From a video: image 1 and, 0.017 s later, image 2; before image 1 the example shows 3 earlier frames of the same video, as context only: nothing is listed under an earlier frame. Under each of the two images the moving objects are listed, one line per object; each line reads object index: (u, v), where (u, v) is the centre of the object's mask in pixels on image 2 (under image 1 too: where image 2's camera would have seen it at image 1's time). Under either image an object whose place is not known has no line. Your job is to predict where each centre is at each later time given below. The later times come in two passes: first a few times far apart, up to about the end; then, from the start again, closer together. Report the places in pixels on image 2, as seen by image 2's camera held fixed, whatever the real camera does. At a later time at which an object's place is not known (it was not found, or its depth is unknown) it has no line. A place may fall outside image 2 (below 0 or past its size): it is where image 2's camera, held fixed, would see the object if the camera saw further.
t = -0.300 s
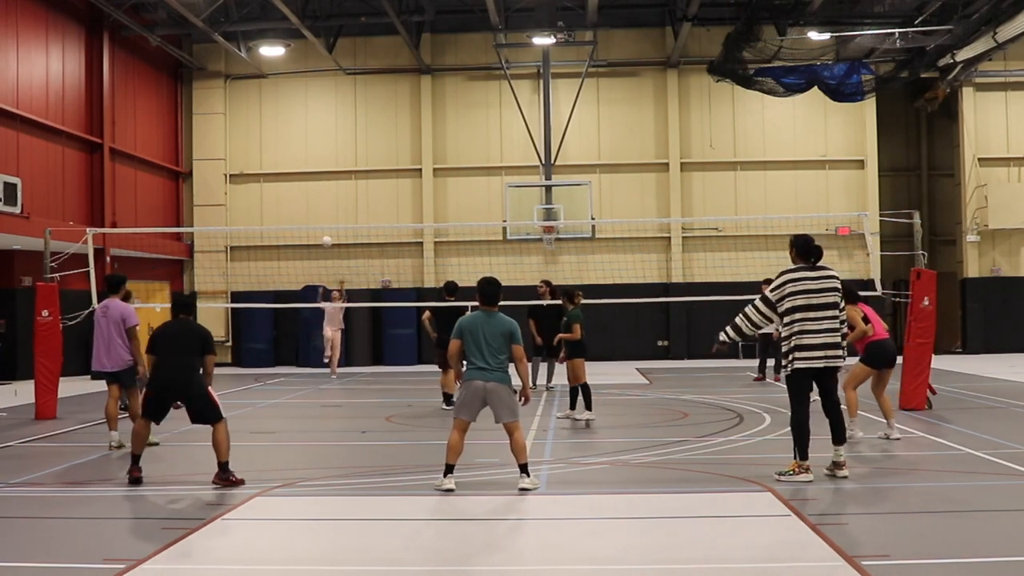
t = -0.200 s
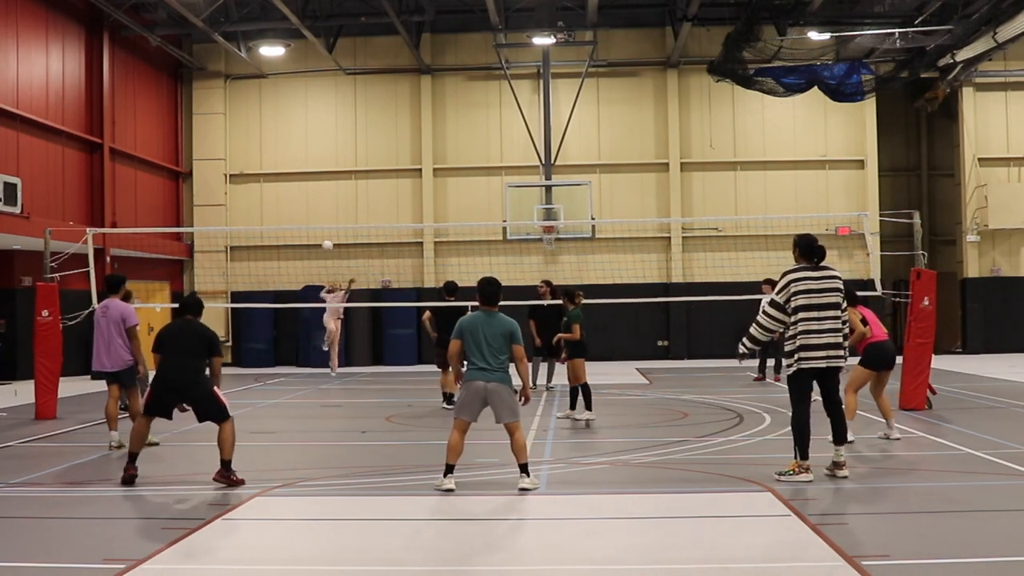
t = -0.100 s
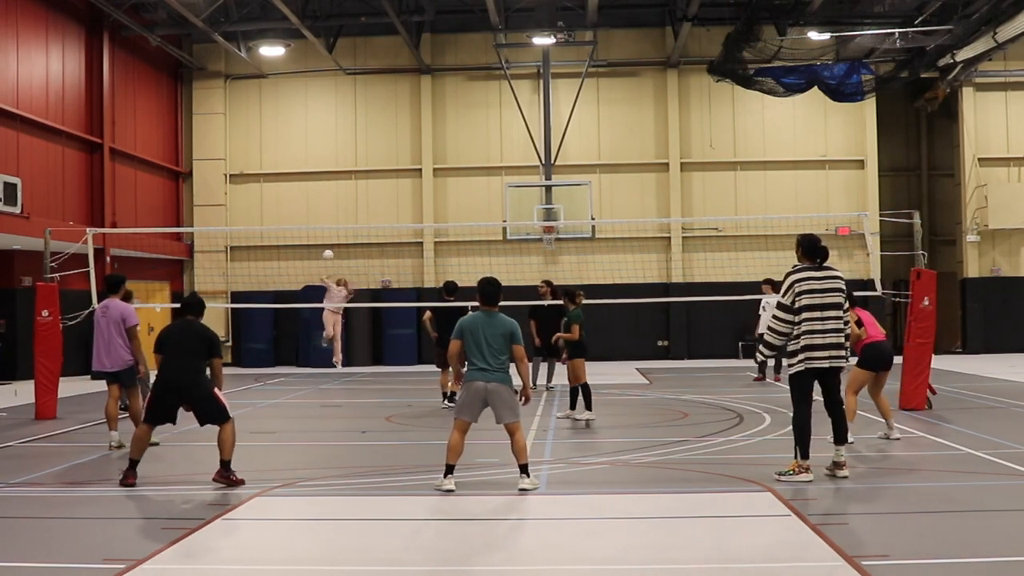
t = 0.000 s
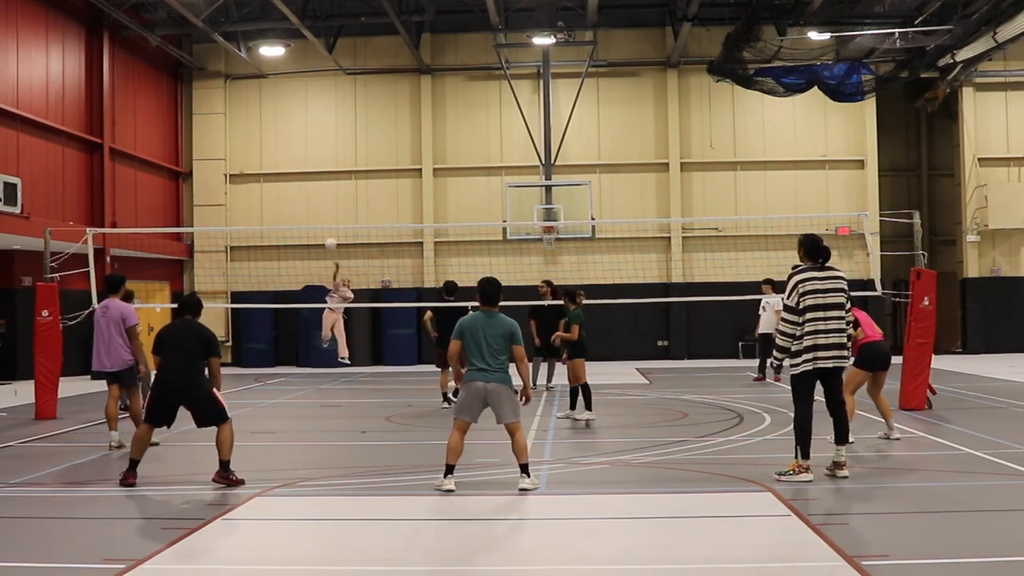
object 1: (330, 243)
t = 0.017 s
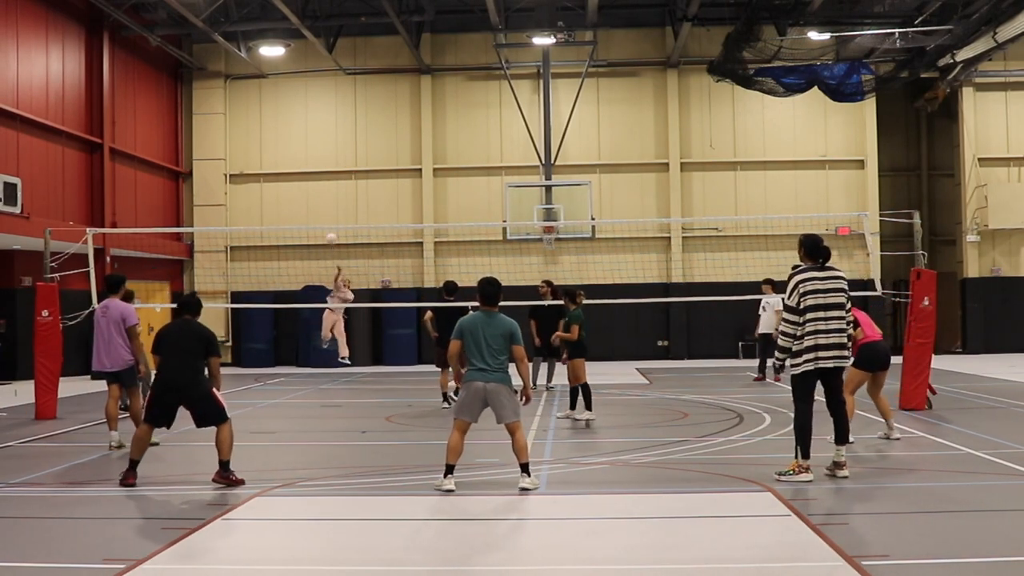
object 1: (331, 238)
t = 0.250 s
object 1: (340, 177)
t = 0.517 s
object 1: (353, 141)
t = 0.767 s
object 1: (377, 144)
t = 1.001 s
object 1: (403, 199)
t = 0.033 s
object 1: (331, 233)
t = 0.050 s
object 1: (332, 228)
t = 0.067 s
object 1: (333, 221)
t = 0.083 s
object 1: (334, 219)
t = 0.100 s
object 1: (334, 214)
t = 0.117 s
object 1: (334, 210)
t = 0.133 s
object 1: (335, 205)
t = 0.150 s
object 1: (336, 200)
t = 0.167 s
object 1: (336, 197)
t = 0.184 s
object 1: (337, 192)
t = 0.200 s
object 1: (338, 189)
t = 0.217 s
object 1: (338, 184)
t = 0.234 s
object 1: (339, 181)
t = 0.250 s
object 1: (340, 177)
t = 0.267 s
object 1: (340, 173)
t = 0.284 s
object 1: (341, 171)
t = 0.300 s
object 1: (342, 167)
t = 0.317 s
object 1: (343, 164)
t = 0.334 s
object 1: (344, 162)
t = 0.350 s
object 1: (344, 159)
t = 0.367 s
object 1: (345, 157)
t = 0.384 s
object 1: (346, 154)
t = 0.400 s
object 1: (347, 152)
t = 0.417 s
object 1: (347, 150)
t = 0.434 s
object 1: (348, 148)
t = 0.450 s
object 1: (349, 146)
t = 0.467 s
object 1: (350, 145)
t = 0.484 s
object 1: (351, 144)
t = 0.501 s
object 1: (352, 142)
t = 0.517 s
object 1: (353, 141)
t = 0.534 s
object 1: (355, 140)
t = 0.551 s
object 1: (357, 139)
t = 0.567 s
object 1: (358, 139)
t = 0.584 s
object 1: (359, 138)
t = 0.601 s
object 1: (360, 138)
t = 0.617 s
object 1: (362, 138)
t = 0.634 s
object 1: (364, 138)
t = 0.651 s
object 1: (365, 138)
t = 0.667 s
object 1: (367, 138)
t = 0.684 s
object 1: (369, 139)
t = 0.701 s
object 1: (370, 139)
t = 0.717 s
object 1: (372, 140)
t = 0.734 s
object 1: (374, 141)
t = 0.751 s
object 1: (375, 143)
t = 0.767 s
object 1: (377, 144)
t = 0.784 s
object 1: (379, 146)
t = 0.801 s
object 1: (380, 148)
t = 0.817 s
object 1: (382, 151)
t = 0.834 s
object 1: (384, 153)
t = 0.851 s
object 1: (385, 156)
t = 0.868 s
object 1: (387, 159)
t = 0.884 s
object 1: (389, 163)
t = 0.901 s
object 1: (392, 165)
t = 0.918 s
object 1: (393, 171)
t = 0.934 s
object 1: (394, 176)
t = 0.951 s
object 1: (397, 181)
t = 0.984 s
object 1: (401, 193)
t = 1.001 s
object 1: (403, 199)
